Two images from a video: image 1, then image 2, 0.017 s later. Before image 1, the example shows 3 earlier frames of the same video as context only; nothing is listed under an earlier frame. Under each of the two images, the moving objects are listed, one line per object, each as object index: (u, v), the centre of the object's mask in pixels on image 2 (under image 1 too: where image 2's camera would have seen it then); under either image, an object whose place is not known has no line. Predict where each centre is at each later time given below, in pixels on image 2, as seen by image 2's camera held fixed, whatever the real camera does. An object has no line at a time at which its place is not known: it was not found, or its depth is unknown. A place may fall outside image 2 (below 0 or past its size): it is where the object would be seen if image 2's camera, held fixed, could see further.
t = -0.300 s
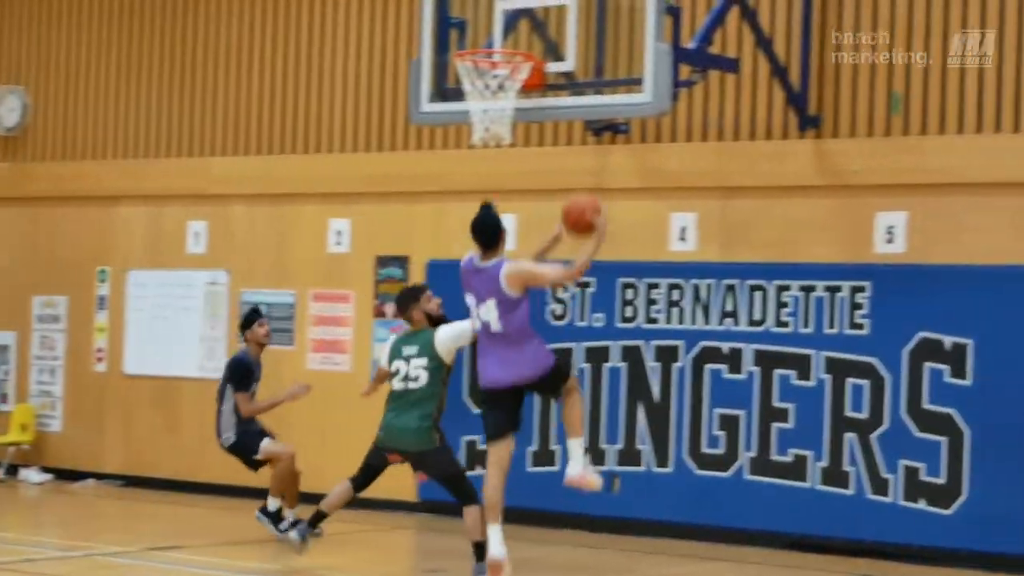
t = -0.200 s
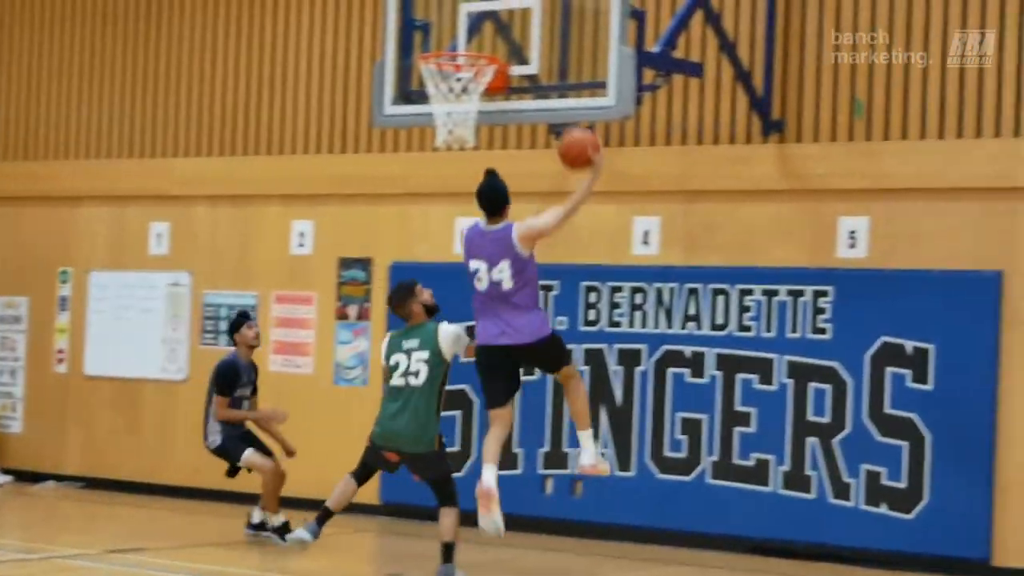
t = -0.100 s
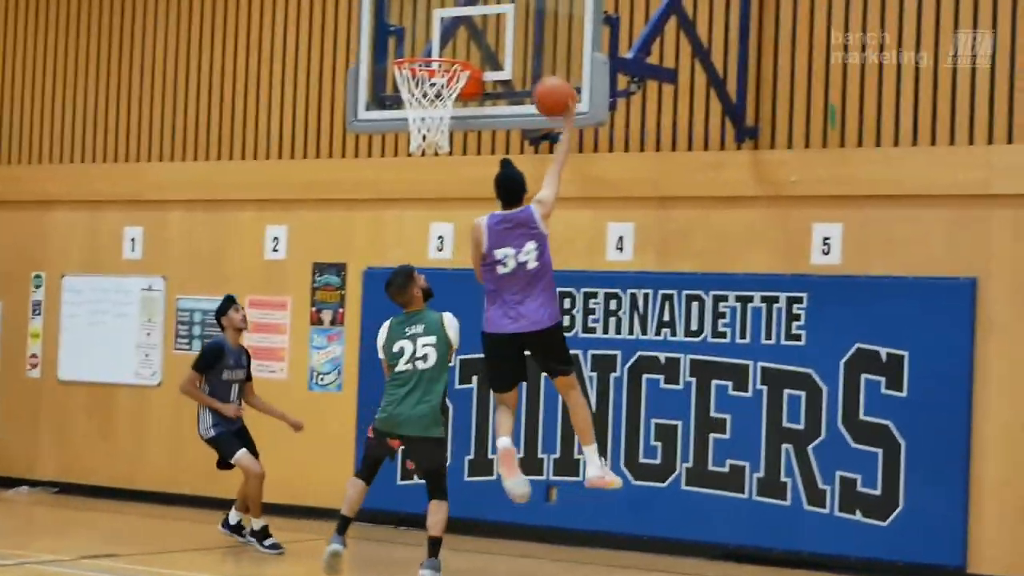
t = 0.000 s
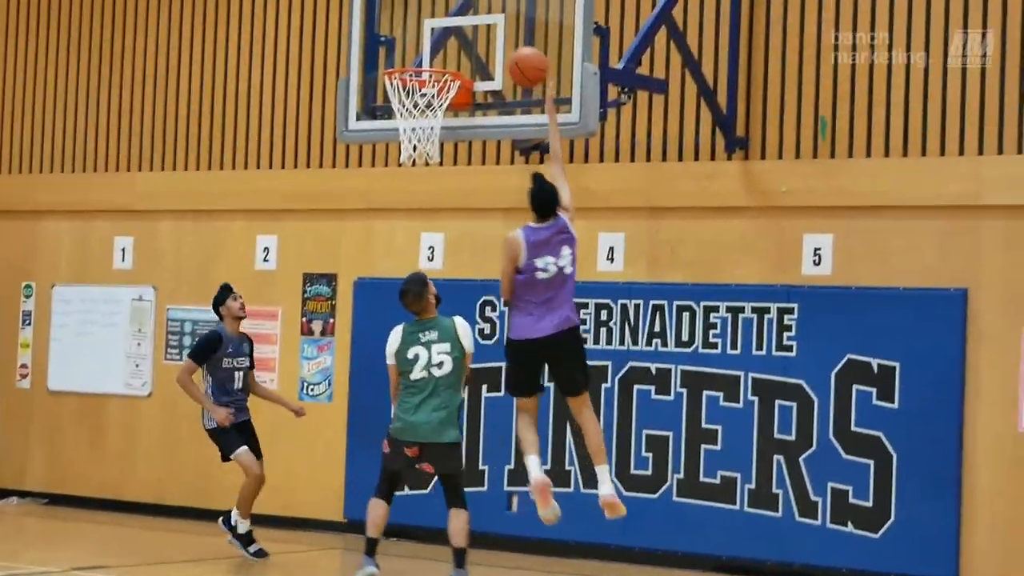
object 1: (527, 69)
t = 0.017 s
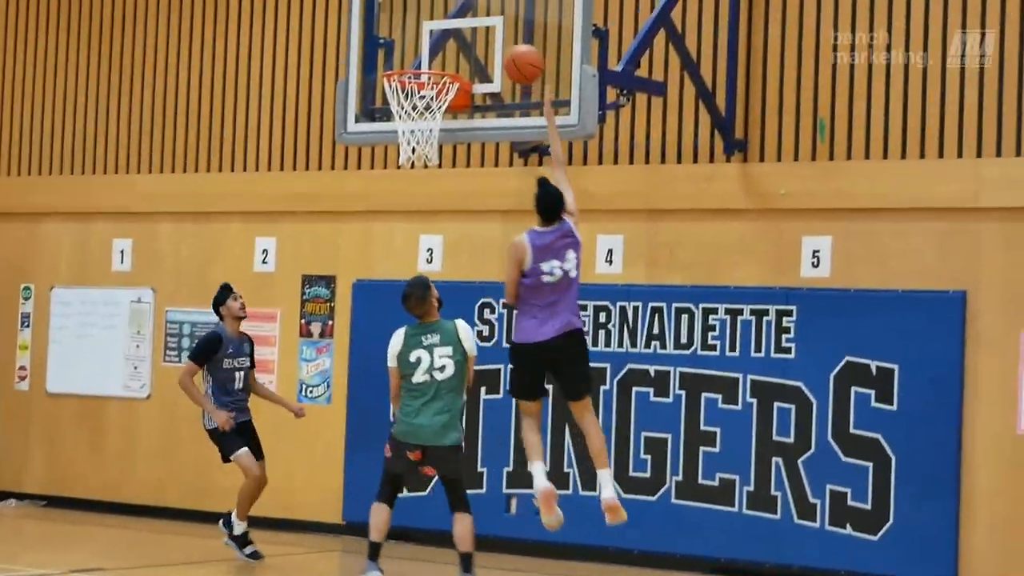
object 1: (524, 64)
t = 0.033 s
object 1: (521, 60)
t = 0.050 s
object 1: (519, 56)
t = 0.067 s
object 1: (516, 52)
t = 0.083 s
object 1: (513, 49)
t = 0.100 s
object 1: (511, 46)
